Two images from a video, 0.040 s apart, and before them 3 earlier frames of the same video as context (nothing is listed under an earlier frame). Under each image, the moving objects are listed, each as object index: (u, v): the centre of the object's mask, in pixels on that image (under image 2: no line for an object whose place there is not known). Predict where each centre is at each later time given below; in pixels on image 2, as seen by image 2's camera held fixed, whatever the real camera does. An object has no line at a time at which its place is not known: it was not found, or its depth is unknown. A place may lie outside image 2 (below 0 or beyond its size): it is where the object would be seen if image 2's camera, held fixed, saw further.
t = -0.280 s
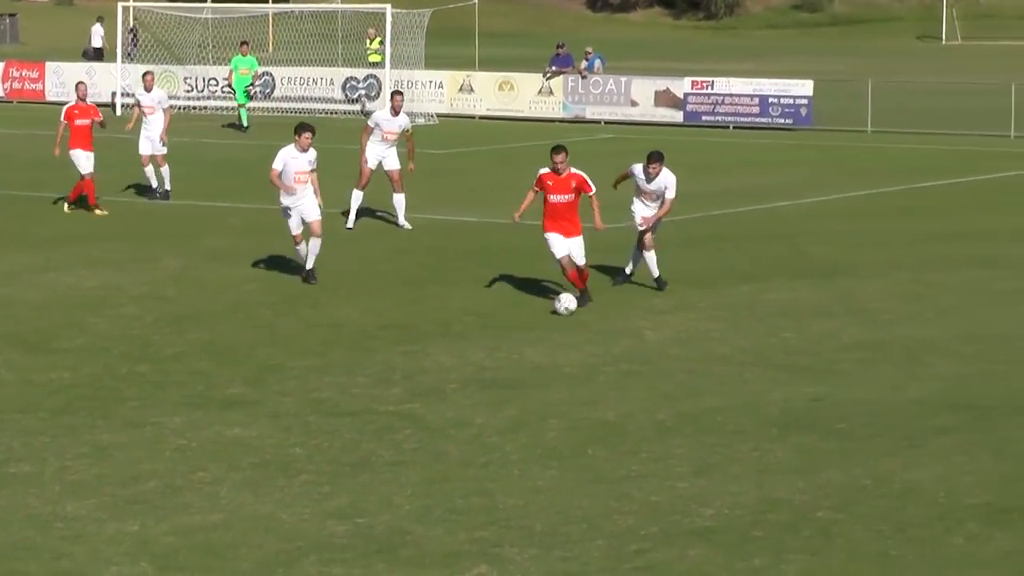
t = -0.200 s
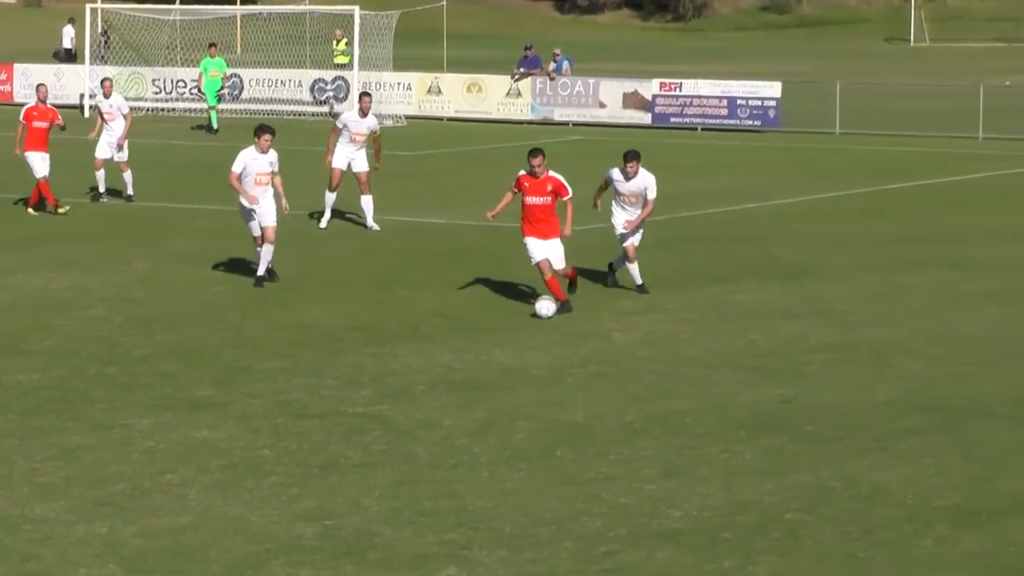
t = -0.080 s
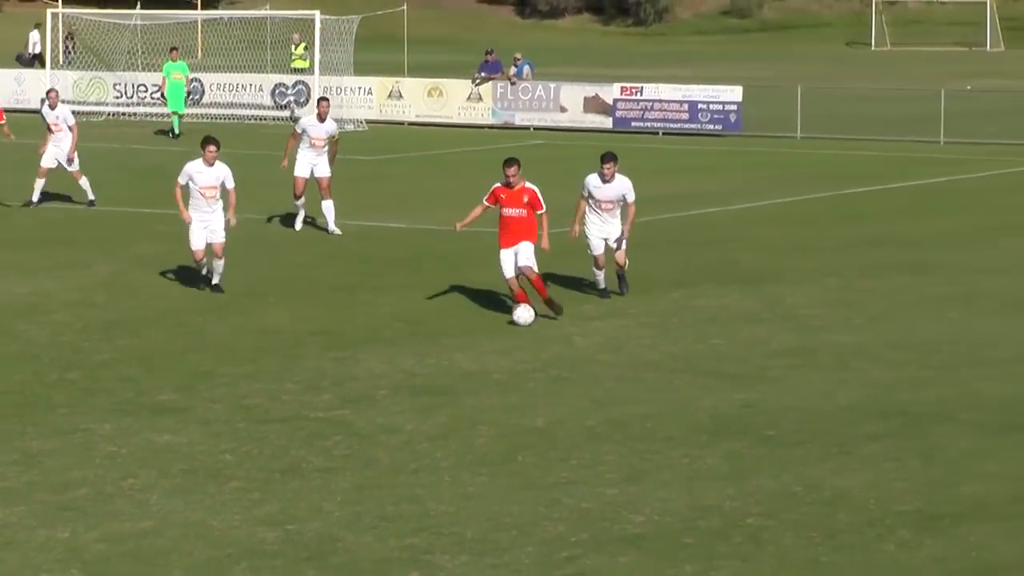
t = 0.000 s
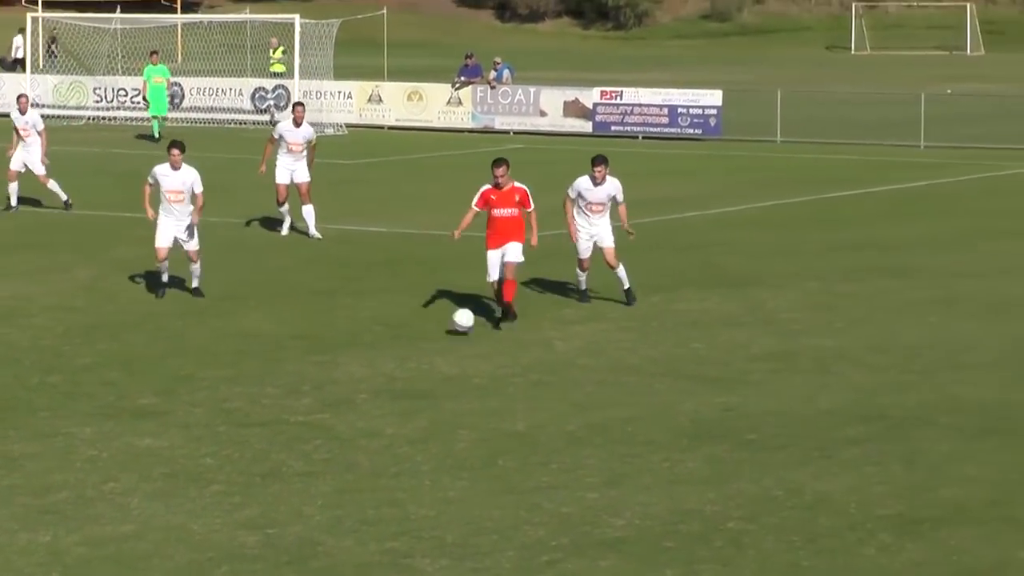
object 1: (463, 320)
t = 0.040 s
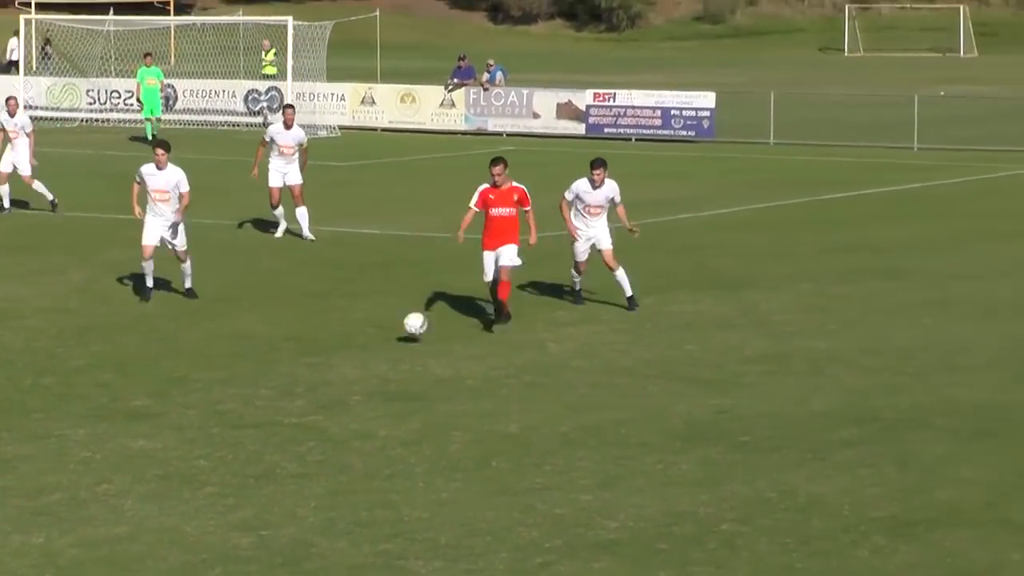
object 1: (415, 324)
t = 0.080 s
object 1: (371, 328)
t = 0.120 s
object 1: (328, 333)
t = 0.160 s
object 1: (285, 341)
